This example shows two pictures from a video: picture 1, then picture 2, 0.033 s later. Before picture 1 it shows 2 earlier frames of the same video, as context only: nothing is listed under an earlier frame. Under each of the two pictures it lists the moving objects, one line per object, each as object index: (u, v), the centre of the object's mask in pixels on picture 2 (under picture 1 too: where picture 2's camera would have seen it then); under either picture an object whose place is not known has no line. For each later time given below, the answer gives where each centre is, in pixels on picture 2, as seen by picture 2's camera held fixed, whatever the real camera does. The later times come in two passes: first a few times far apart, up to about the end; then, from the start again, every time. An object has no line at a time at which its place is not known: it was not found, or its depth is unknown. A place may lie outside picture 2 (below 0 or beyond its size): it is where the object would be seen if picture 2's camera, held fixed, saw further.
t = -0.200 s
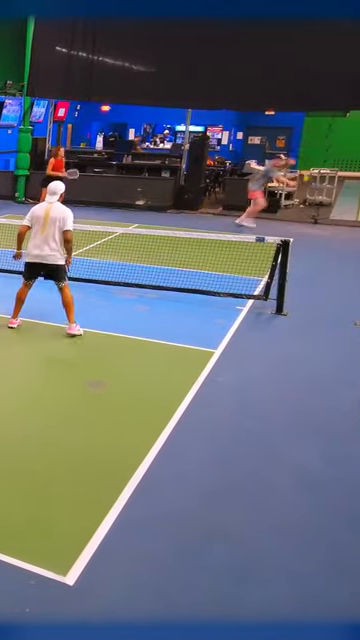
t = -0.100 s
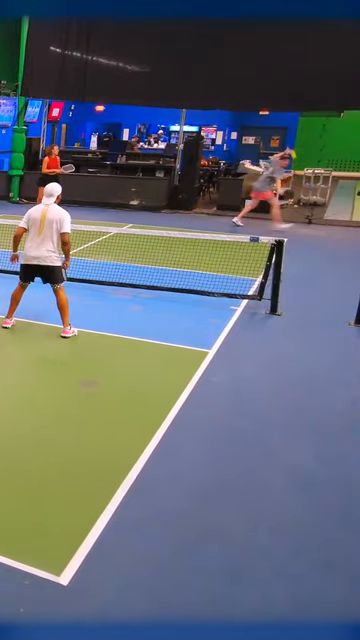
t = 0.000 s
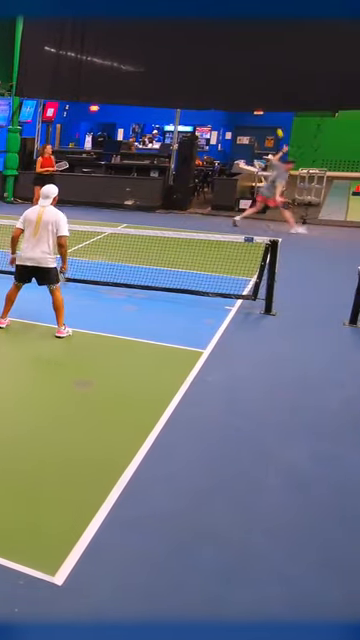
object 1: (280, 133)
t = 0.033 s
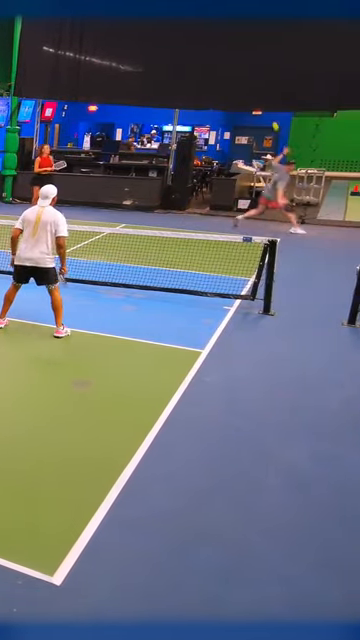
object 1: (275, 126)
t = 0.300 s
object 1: (244, 86)
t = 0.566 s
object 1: (206, 79)
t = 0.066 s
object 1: (271, 120)
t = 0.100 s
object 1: (268, 113)
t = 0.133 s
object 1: (263, 108)
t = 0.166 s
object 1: (260, 103)
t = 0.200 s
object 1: (256, 98)
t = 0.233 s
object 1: (252, 94)
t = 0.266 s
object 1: (248, 90)
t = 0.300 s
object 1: (244, 86)
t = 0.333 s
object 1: (239, 83)
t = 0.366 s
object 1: (235, 80)
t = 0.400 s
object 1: (231, 78)
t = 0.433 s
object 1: (226, 77)
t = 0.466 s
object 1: (221, 75)
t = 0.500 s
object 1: (216, 75)
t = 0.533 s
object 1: (211, 76)
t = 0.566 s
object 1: (206, 79)
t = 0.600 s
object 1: (201, 81)
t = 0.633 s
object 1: (195, 84)
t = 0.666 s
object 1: (190, 88)
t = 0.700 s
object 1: (183, 92)
